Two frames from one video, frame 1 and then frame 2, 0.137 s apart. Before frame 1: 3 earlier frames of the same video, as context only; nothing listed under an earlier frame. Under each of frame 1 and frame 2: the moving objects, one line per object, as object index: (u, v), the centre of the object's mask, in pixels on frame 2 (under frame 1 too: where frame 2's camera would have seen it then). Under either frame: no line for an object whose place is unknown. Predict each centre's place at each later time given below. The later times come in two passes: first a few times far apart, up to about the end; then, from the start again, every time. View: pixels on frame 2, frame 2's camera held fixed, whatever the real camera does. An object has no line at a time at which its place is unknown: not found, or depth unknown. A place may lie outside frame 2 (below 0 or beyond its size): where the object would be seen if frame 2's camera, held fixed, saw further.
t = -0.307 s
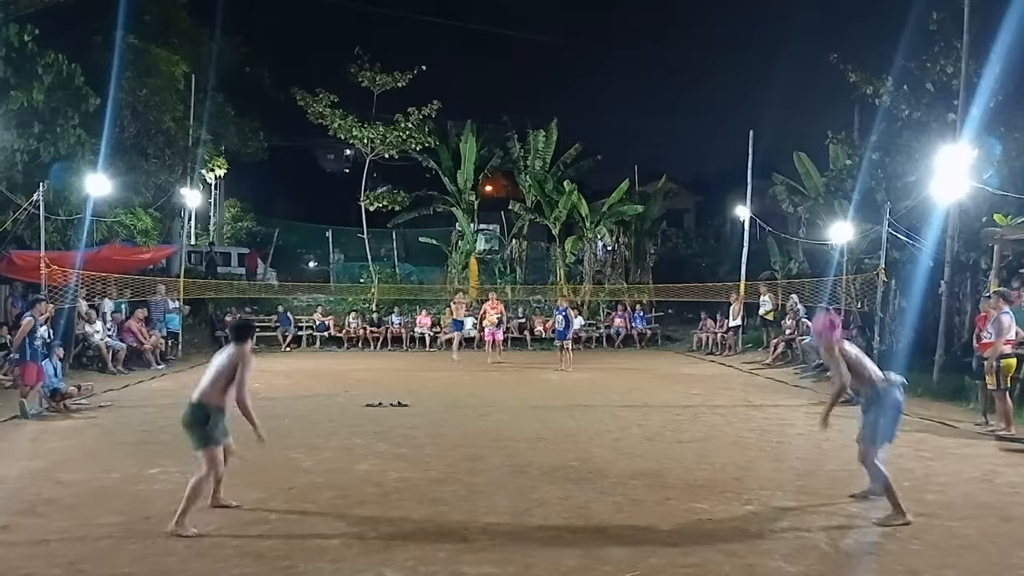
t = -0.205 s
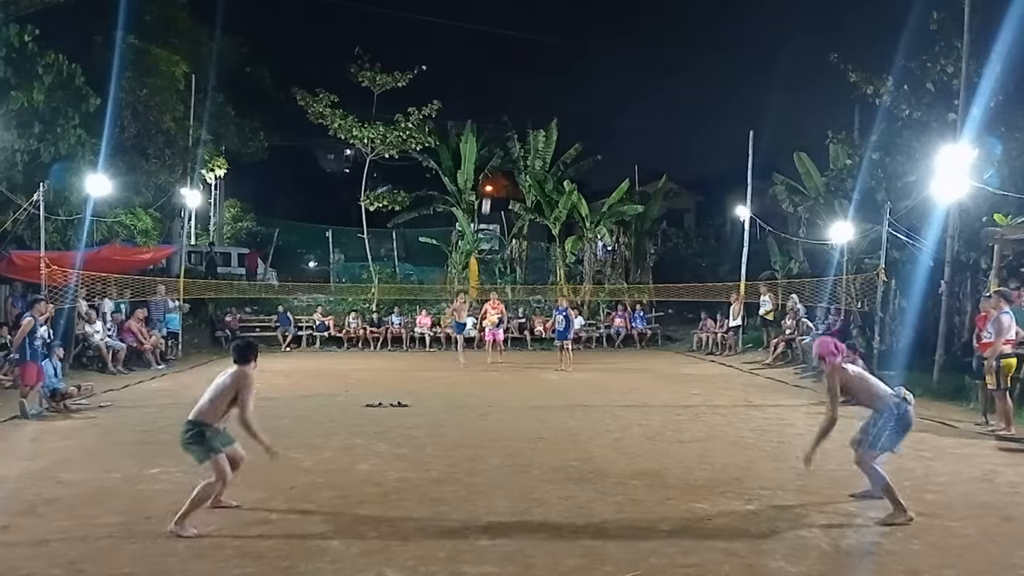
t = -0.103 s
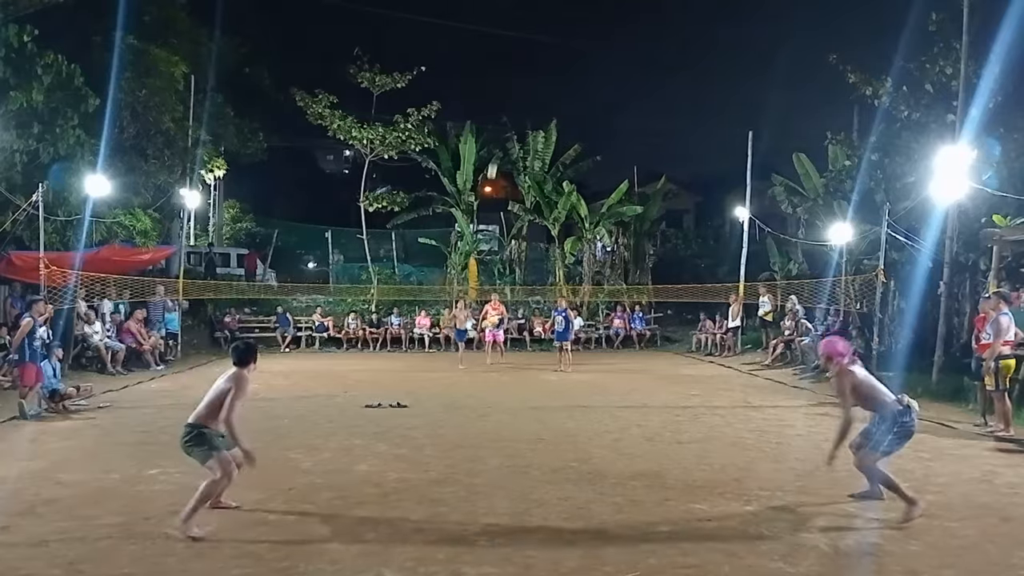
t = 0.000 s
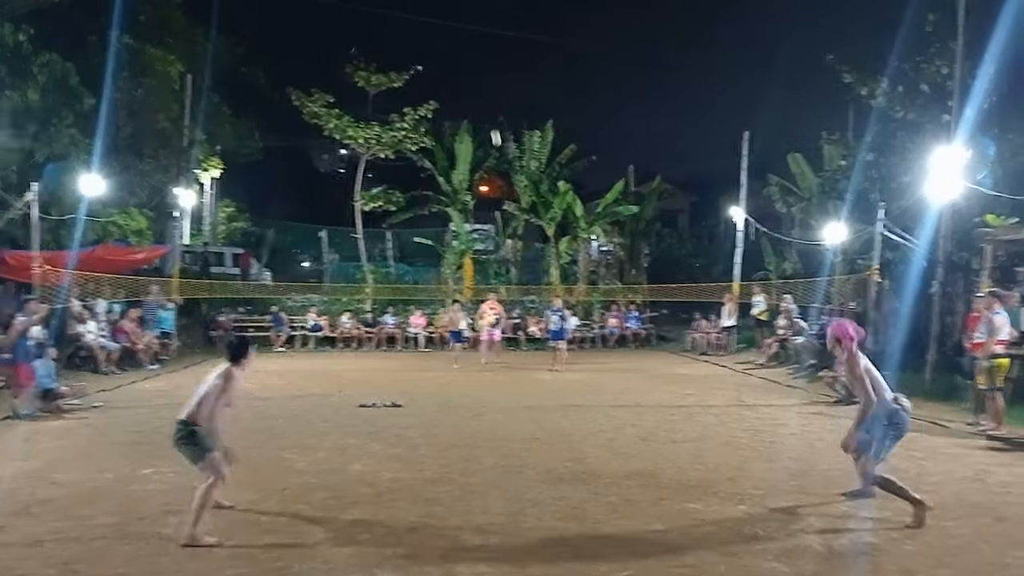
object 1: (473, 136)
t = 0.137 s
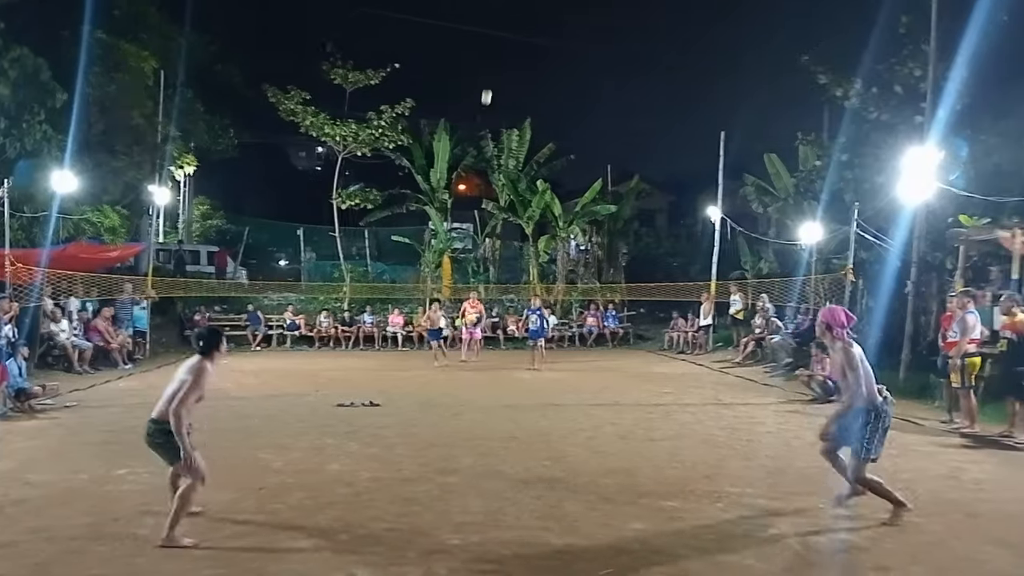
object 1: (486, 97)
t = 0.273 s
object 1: (502, 64)
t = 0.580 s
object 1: (549, 24)
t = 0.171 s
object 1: (490, 89)
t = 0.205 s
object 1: (494, 80)
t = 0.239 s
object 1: (498, 71)
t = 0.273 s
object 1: (502, 64)
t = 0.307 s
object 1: (506, 57)
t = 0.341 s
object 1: (510, 50)
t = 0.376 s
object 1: (515, 44)
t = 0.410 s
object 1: (522, 39)
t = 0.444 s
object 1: (527, 34)
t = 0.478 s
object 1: (531, 30)
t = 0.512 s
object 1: (537, 28)
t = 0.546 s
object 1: (543, 26)
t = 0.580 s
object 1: (549, 24)
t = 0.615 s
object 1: (556, 24)
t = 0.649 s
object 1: (564, 25)
